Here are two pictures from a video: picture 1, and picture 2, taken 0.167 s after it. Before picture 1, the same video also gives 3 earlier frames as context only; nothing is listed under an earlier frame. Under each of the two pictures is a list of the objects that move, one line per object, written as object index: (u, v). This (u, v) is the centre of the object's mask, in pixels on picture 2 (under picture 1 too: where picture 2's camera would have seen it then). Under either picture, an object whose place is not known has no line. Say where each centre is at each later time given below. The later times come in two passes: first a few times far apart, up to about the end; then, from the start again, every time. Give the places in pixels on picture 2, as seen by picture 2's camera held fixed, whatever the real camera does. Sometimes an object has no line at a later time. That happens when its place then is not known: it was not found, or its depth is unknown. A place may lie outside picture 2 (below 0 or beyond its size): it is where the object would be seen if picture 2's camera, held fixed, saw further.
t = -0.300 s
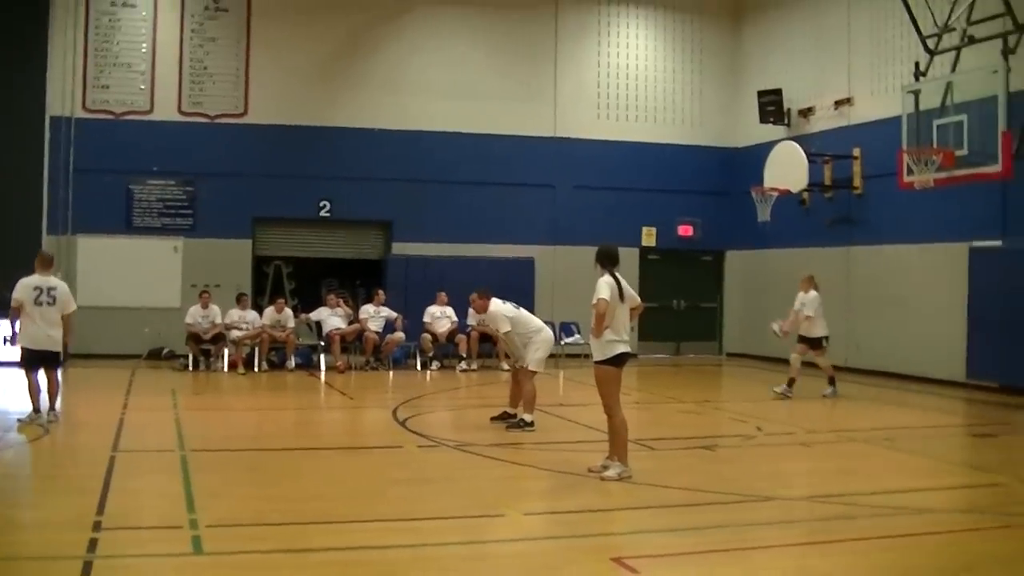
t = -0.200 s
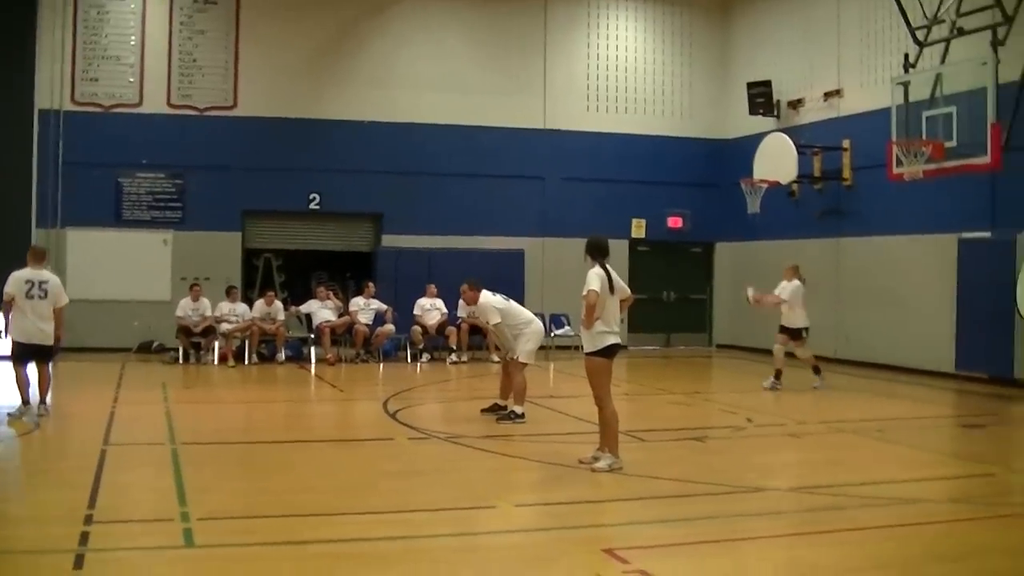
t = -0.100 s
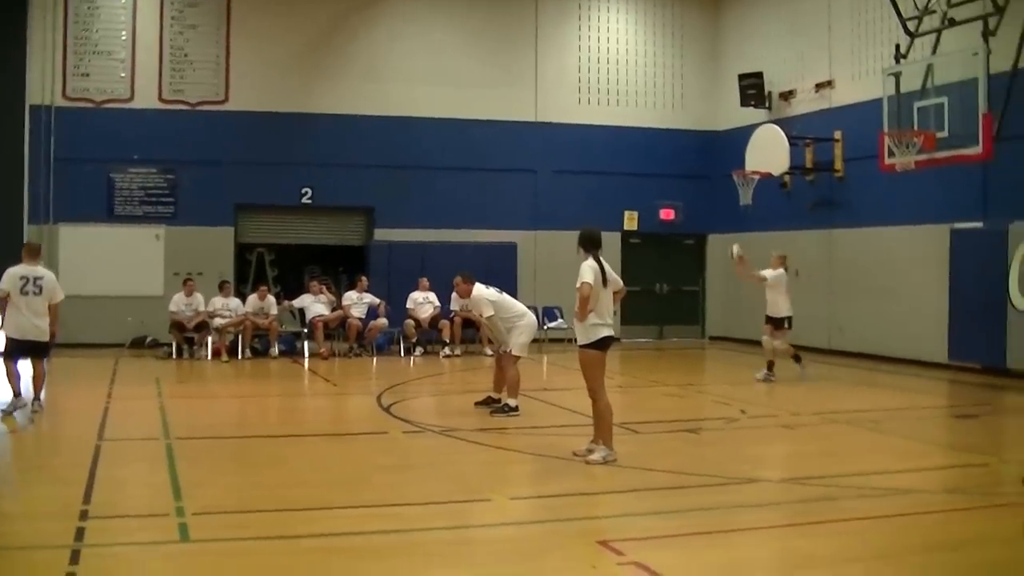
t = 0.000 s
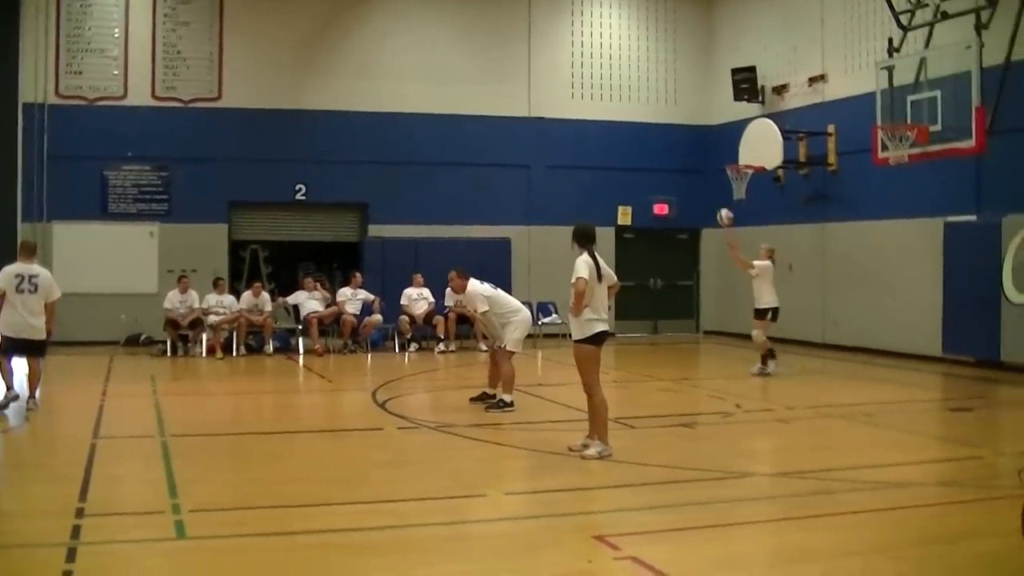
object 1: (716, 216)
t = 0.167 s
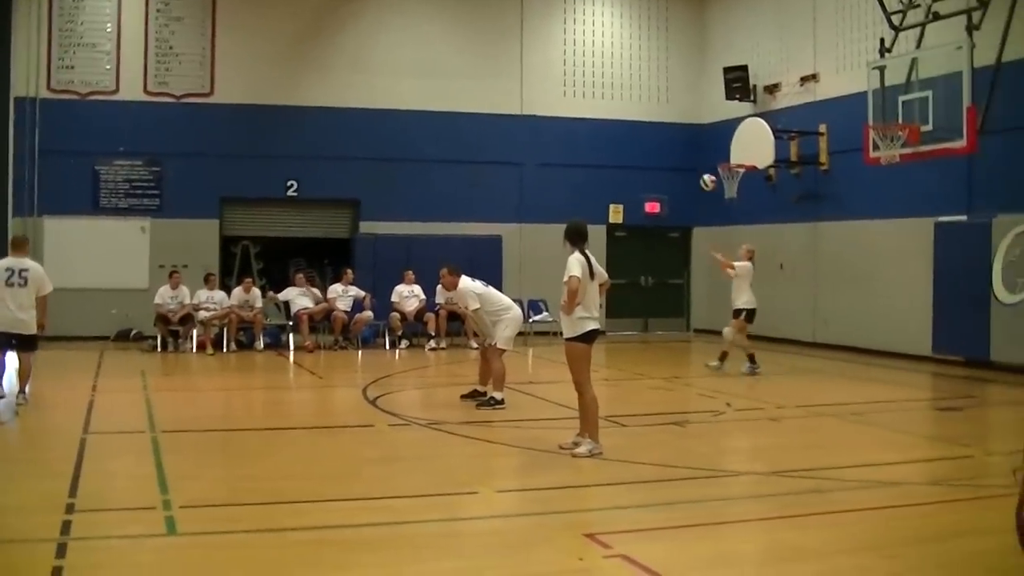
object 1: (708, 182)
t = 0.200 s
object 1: (706, 177)
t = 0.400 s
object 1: (696, 169)
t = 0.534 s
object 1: (690, 180)
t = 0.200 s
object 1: (706, 177)
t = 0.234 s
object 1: (705, 174)
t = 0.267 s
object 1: (703, 171)
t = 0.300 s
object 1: (701, 169)
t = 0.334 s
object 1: (700, 168)
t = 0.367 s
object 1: (698, 168)
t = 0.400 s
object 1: (696, 169)
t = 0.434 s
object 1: (695, 171)
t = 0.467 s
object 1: (693, 173)
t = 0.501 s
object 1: (692, 176)
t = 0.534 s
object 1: (690, 180)
